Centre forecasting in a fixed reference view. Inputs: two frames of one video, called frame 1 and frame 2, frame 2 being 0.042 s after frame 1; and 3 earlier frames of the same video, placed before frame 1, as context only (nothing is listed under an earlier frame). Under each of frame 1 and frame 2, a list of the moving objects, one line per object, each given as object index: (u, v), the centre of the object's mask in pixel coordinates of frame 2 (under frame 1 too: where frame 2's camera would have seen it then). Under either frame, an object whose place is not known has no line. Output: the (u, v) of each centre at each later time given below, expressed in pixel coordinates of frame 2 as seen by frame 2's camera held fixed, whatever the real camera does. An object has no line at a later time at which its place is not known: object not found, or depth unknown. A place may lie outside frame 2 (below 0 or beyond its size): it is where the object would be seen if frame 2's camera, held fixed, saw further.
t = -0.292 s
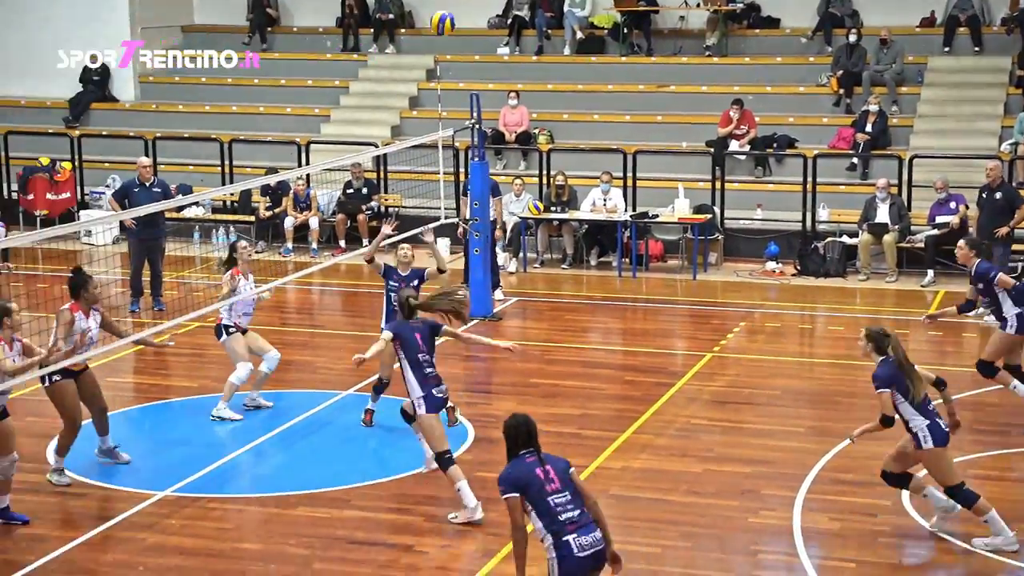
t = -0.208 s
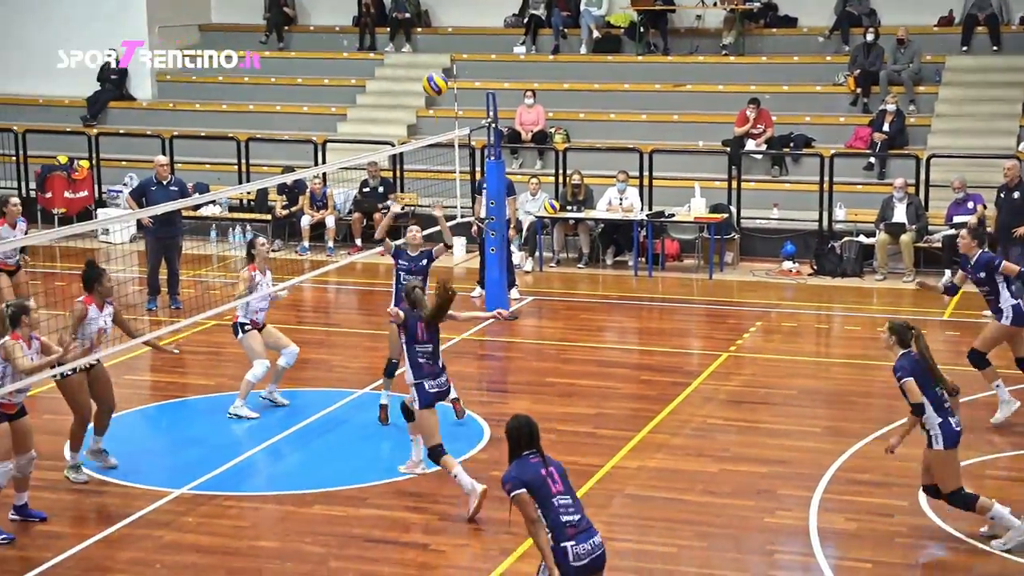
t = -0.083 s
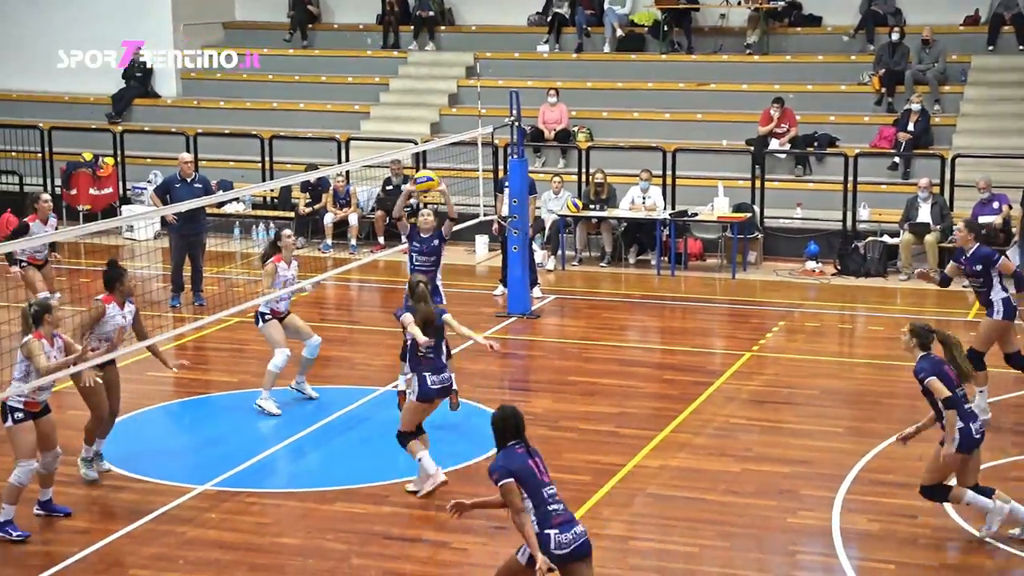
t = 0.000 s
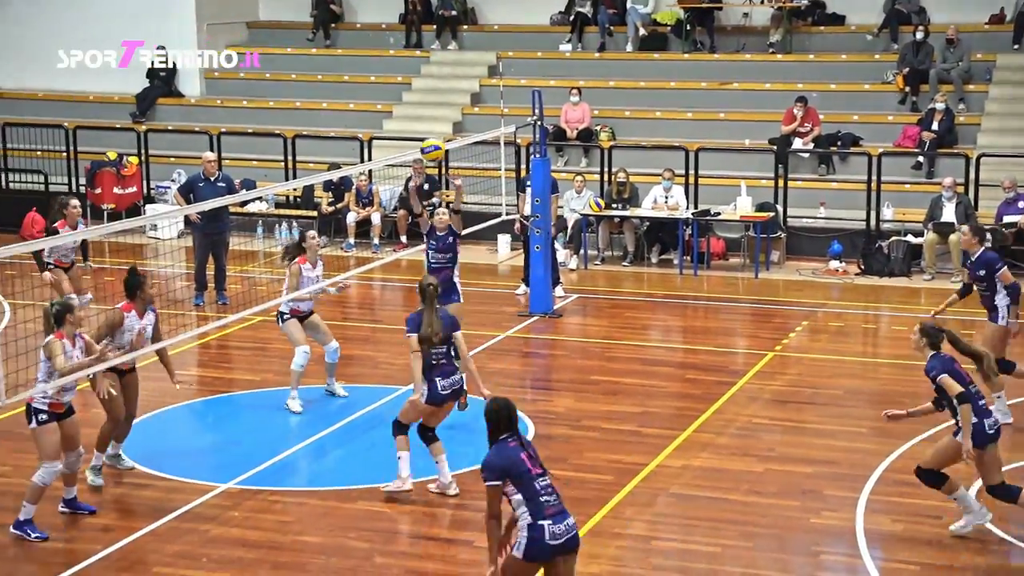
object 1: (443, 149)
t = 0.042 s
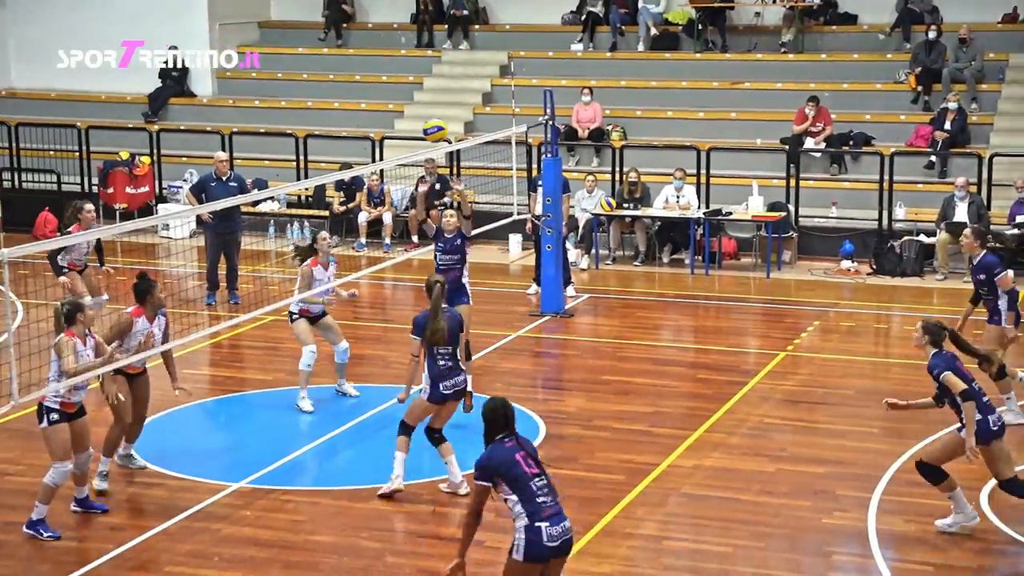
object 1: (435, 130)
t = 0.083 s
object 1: (427, 112)
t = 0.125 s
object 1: (419, 95)
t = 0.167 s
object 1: (411, 81)
